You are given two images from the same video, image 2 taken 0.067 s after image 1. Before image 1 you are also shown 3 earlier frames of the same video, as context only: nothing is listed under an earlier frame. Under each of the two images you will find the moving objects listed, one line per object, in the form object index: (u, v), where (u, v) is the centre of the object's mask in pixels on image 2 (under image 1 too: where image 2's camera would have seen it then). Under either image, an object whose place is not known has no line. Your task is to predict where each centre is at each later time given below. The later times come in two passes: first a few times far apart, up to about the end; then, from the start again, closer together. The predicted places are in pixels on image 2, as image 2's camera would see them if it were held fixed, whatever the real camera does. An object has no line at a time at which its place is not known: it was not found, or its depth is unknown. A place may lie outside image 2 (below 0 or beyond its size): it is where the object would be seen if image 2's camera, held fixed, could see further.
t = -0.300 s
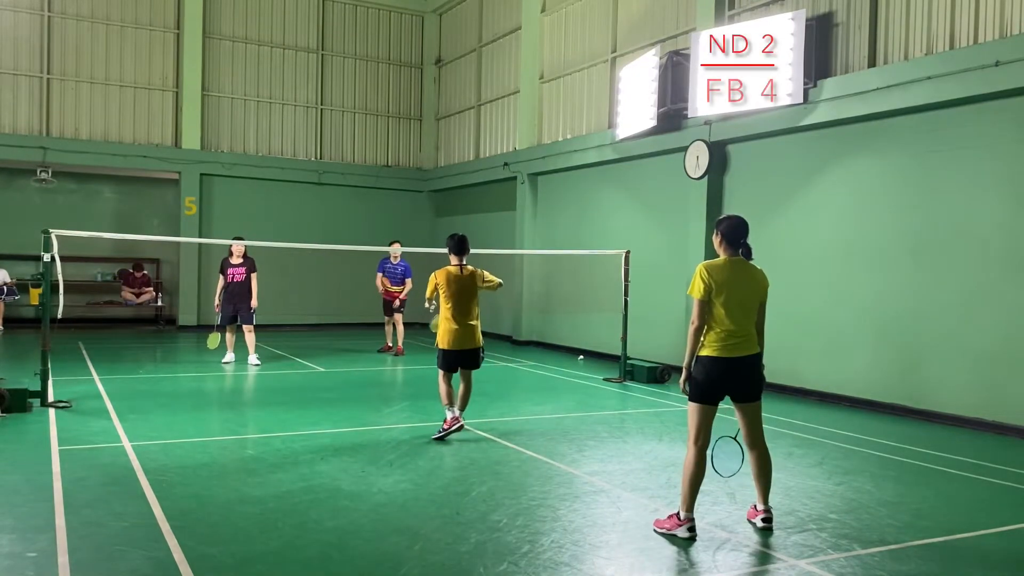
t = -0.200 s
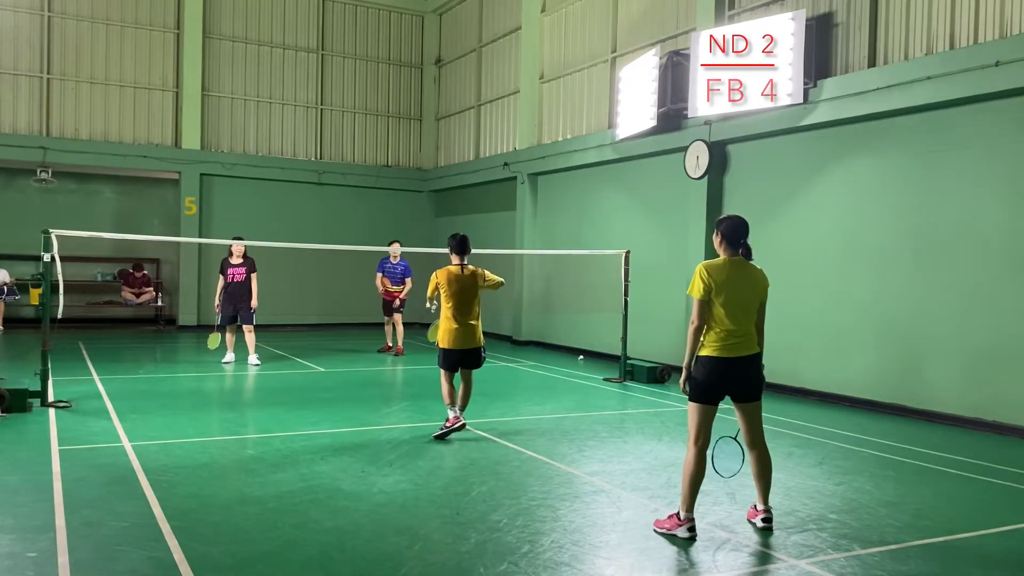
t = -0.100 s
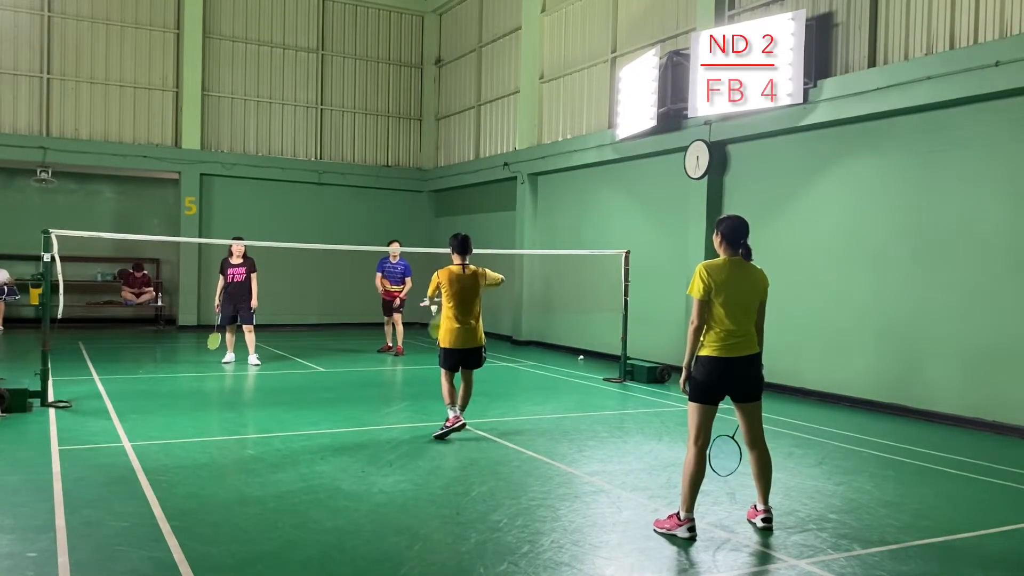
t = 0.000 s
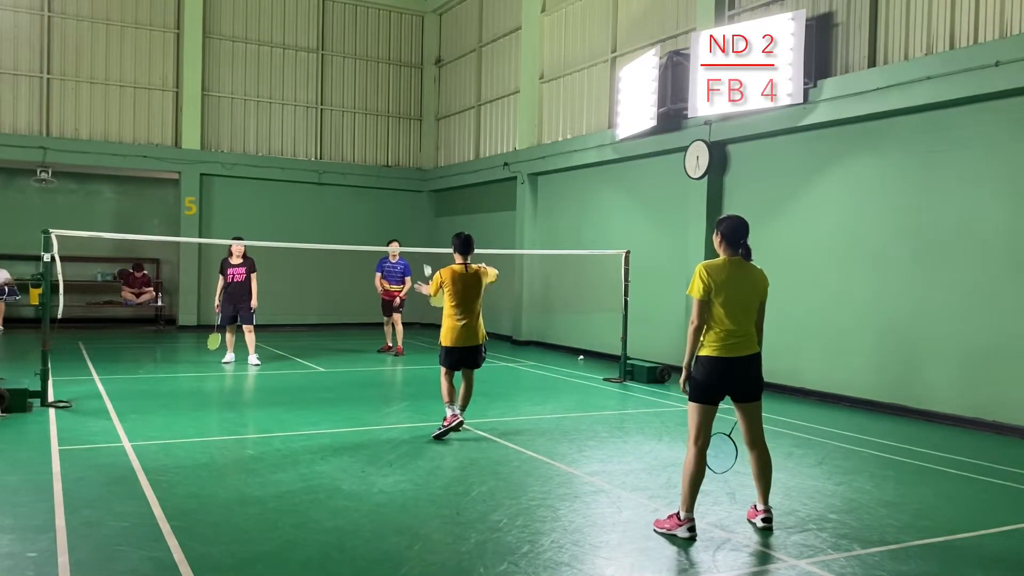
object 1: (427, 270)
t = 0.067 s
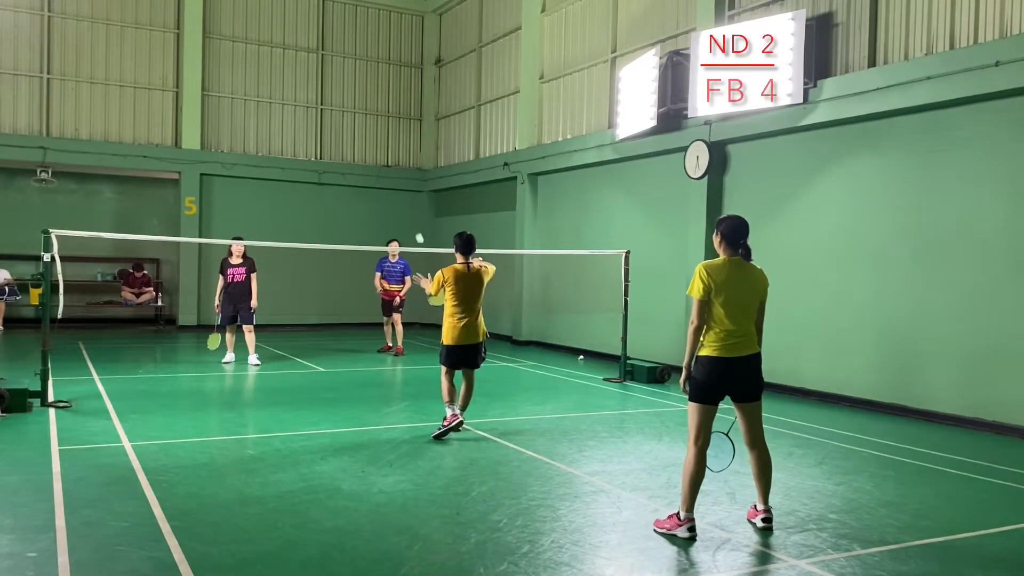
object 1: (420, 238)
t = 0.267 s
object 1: (414, 197)
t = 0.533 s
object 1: (405, 206)
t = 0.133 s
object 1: (416, 216)
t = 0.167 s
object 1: (416, 210)
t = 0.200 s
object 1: (417, 204)
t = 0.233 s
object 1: (416, 200)
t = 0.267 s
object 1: (414, 197)
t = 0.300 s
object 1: (412, 195)
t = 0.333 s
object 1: (411, 195)
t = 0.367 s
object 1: (409, 194)
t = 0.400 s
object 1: (408, 195)
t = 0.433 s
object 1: (407, 196)
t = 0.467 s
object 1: (406, 197)
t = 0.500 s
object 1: (406, 202)
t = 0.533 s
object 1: (405, 206)
